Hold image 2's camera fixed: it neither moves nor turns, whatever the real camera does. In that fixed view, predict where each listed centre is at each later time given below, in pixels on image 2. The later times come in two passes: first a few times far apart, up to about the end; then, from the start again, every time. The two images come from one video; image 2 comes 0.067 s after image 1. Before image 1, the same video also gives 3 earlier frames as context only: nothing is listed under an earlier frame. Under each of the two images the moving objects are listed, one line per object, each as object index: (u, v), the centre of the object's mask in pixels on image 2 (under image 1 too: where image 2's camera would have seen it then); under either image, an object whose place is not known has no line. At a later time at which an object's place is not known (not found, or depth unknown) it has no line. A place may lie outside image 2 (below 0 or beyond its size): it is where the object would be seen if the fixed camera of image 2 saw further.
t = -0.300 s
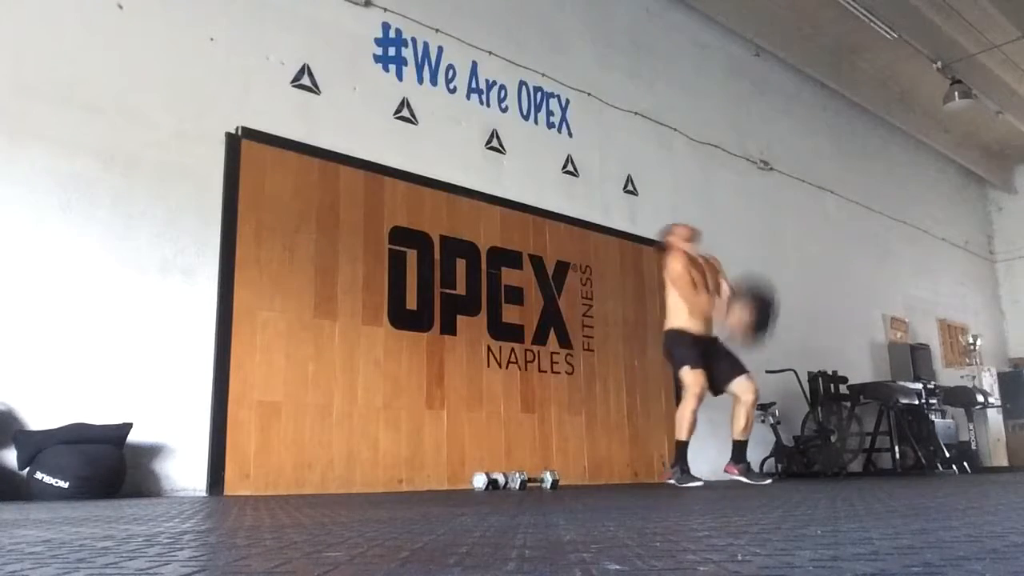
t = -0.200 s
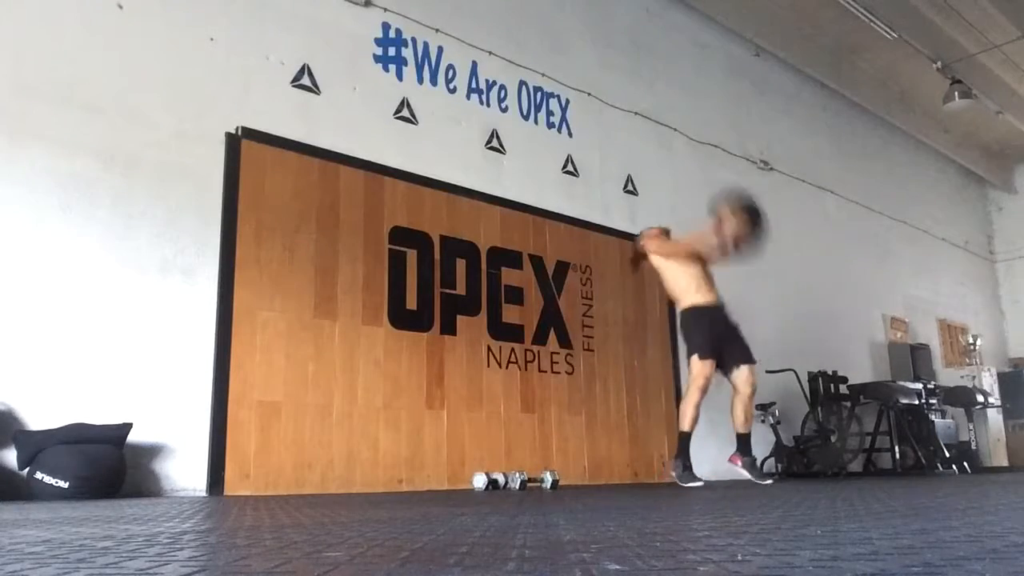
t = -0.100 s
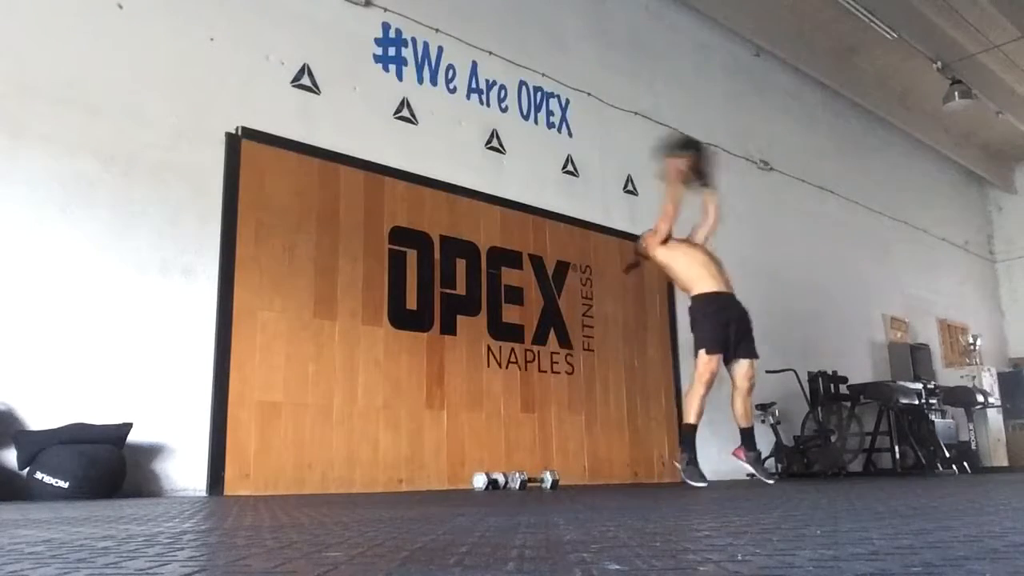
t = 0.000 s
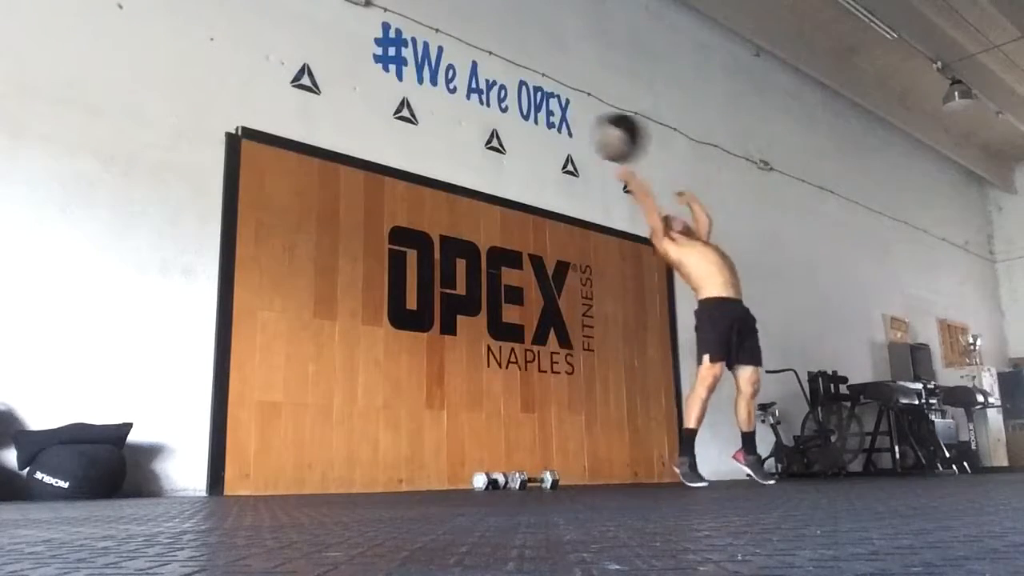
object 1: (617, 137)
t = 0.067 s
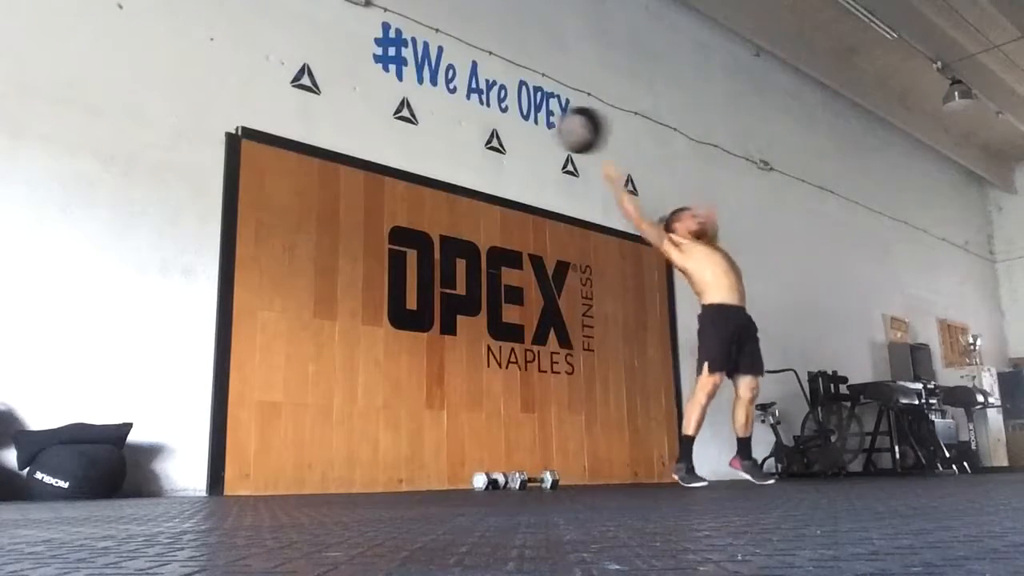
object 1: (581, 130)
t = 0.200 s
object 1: (516, 132)
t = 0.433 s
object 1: (497, 149)
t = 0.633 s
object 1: (545, 188)
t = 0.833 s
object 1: (601, 283)
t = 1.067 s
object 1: (671, 465)
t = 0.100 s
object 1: (563, 129)
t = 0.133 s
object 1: (544, 129)
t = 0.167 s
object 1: (529, 130)
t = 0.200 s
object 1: (516, 132)
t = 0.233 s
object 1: (500, 135)
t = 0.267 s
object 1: (487, 139)
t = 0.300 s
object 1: (473, 144)
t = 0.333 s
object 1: (474, 146)
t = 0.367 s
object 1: (482, 145)
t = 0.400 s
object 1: (489, 146)
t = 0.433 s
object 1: (497, 149)
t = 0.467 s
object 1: (505, 152)
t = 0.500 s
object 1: (512, 157)
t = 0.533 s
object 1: (520, 163)
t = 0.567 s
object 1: (528, 170)
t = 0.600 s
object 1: (536, 178)
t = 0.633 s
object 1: (545, 188)
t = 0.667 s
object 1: (554, 200)
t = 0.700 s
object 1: (563, 214)
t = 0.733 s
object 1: (572, 228)
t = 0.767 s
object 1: (581, 248)
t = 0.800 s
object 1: (591, 267)
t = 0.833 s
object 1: (601, 283)
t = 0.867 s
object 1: (611, 306)
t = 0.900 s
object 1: (622, 331)
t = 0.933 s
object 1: (632, 355)
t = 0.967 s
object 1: (643, 383)
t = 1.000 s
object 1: (655, 414)
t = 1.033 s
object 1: (665, 446)
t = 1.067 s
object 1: (671, 465)
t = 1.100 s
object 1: (676, 455)
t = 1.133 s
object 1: (679, 437)
